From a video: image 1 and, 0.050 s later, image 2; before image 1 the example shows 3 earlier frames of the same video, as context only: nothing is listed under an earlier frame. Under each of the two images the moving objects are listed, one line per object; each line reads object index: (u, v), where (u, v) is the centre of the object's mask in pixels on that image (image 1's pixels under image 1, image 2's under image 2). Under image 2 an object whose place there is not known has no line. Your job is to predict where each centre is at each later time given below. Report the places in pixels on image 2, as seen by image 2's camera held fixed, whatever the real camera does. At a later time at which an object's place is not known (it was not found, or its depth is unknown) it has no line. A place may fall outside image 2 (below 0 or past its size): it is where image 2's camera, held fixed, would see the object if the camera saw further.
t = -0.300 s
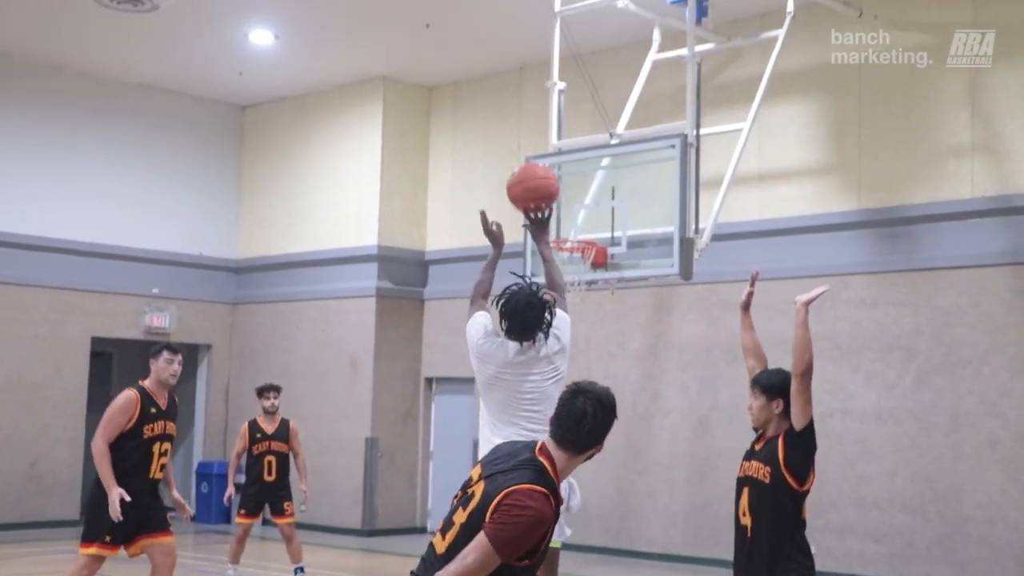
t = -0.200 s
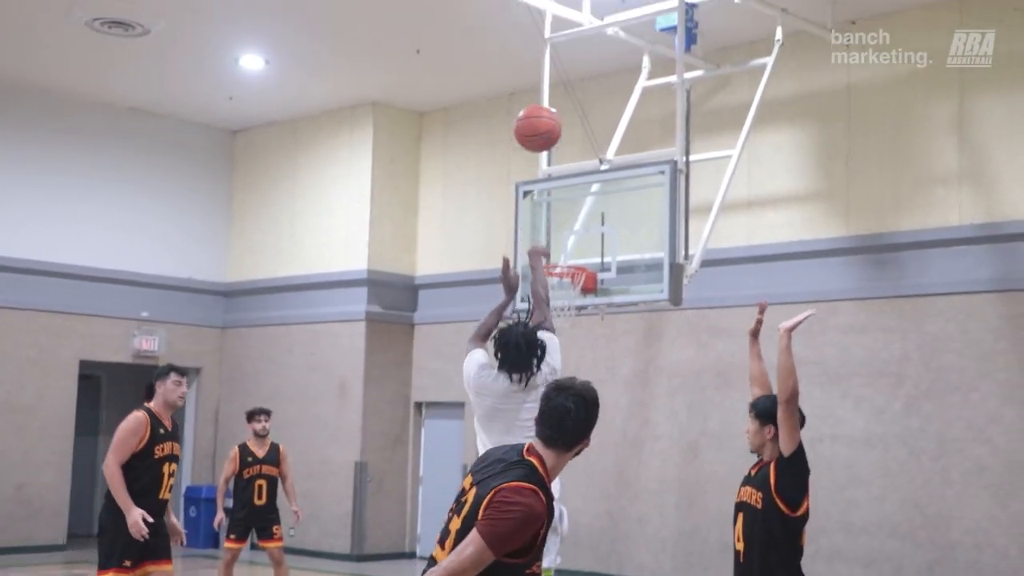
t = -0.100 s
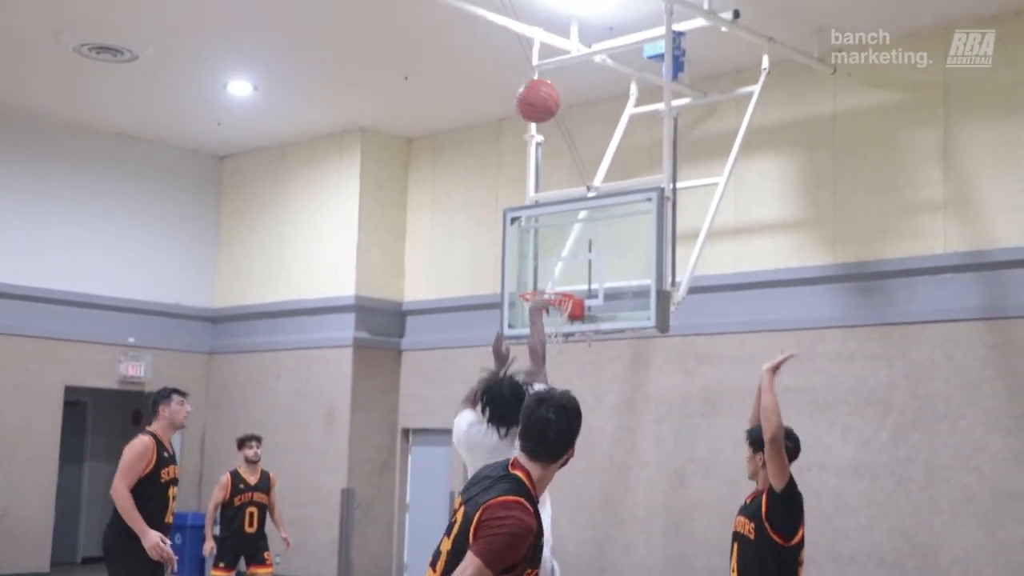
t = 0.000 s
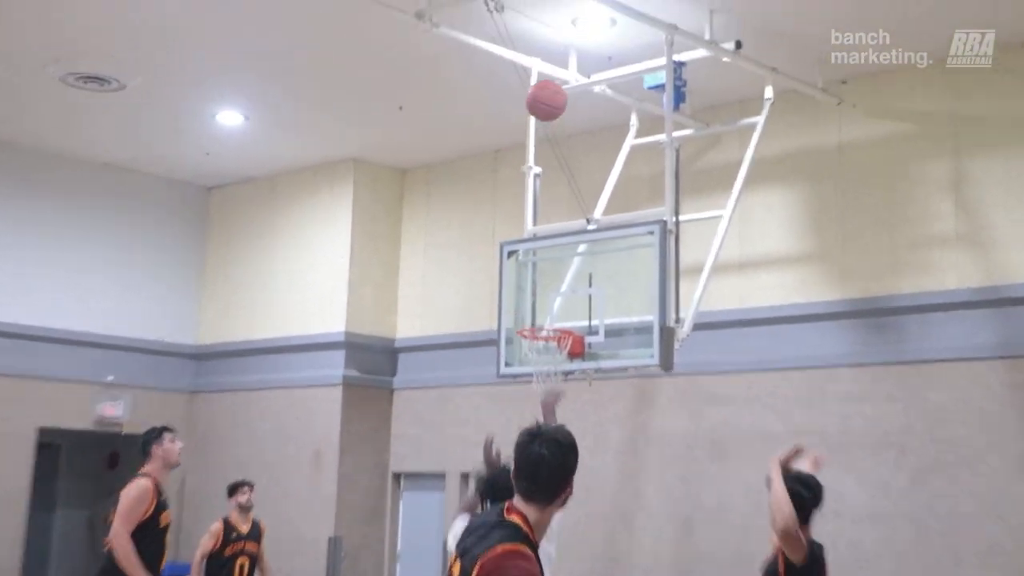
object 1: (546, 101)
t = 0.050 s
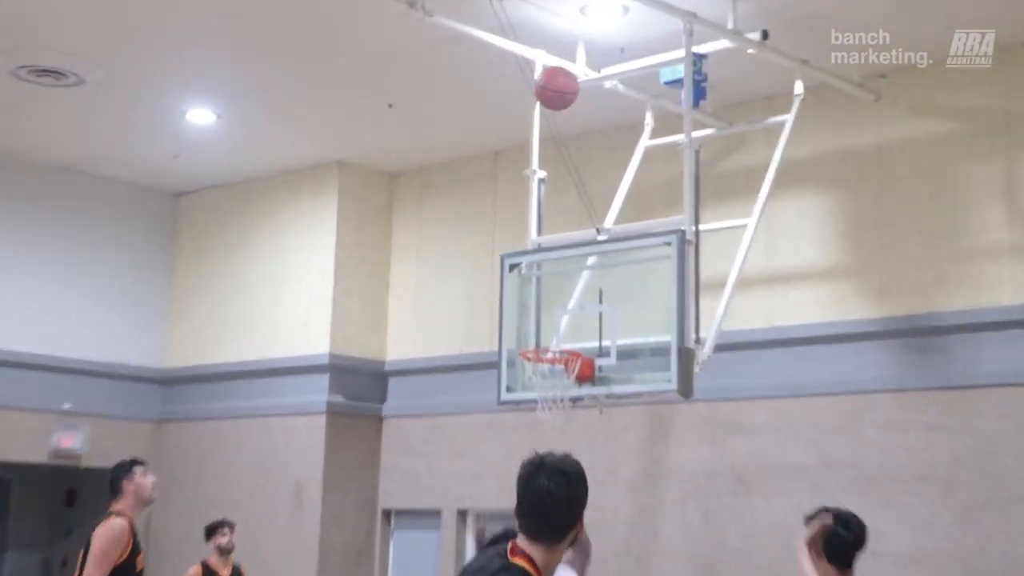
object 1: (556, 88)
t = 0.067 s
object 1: (556, 87)
